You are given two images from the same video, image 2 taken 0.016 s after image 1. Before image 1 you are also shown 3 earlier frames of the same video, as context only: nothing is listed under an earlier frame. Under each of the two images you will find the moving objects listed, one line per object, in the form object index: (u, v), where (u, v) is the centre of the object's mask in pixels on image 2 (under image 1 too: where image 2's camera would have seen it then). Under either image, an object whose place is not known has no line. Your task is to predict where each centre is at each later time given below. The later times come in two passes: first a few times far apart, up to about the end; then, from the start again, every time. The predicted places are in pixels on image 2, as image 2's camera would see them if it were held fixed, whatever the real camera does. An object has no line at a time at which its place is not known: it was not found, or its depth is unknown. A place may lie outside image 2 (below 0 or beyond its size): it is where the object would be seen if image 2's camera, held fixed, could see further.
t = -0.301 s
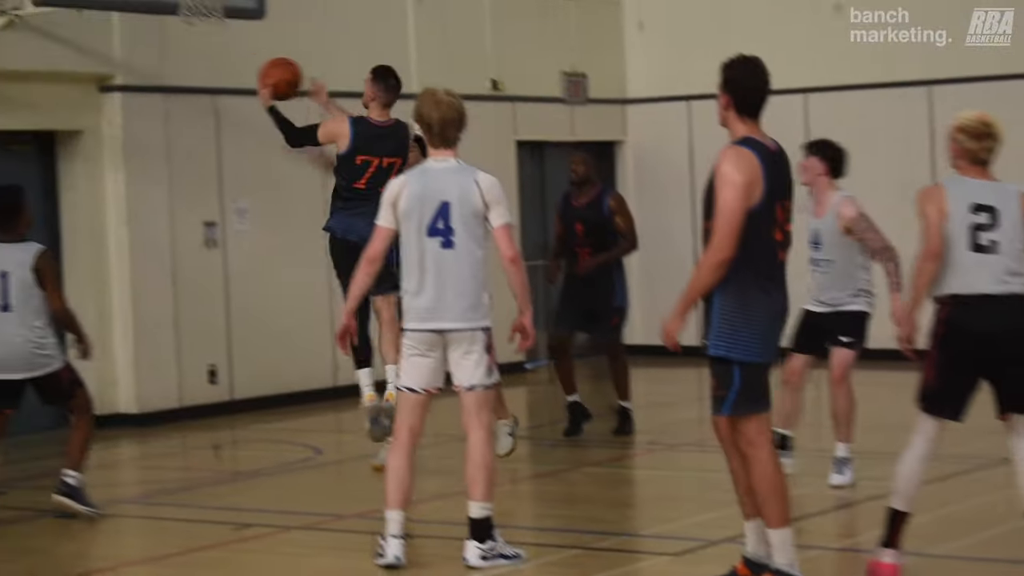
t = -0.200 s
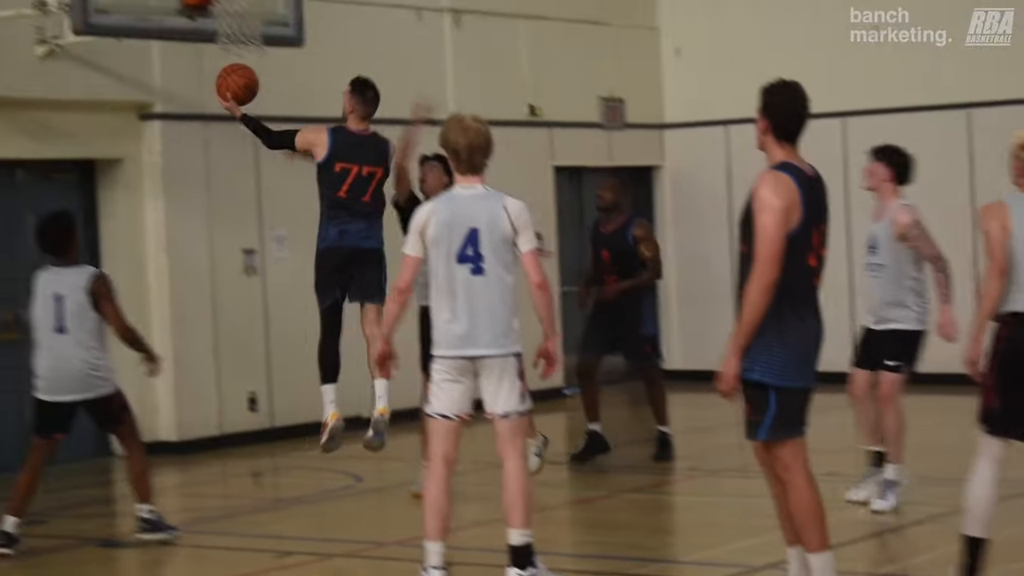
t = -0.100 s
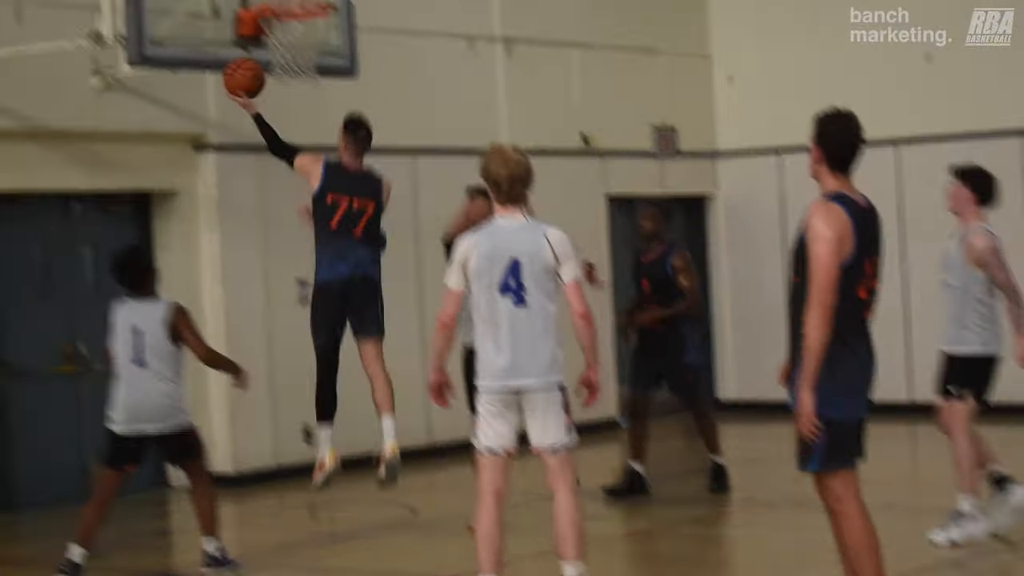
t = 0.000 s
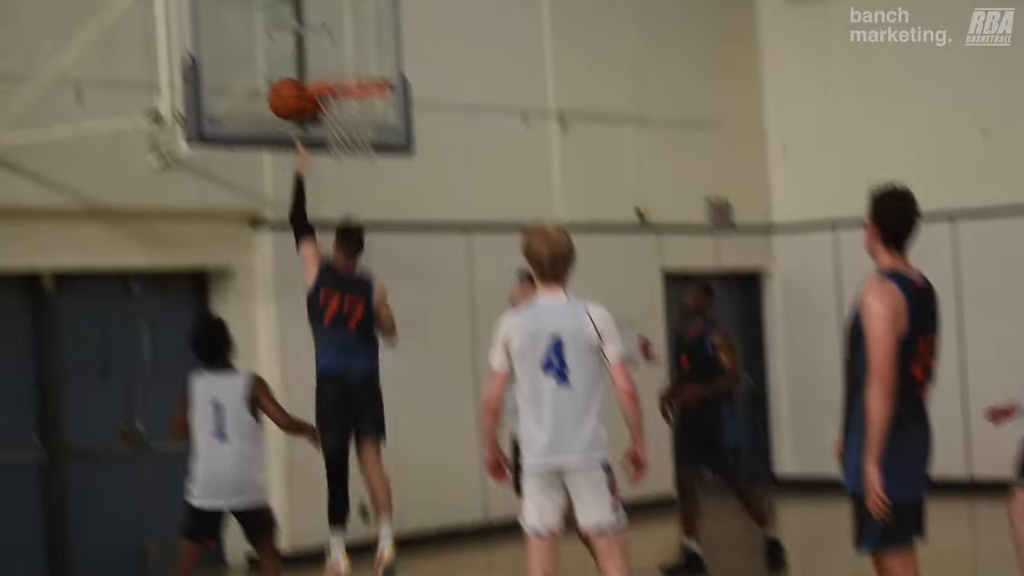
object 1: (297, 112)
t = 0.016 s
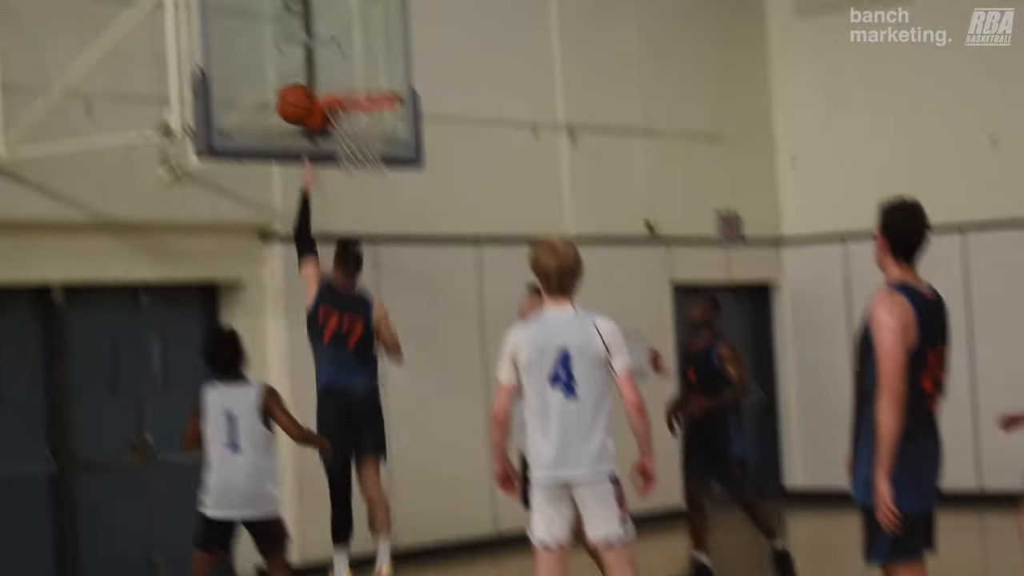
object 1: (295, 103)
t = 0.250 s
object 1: (293, 44)
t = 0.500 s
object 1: (358, 58)
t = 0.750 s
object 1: (369, 85)
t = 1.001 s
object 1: (363, 143)
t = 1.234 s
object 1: (365, 216)
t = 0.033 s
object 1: (294, 96)
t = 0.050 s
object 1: (293, 89)
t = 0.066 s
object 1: (292, 83)
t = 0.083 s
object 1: (291, 77)
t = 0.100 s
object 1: (290, 71)
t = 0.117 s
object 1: (289, 66)
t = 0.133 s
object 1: (287, 62)
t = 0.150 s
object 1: (287, 58)
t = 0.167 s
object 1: (285, 55)
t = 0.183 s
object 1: (284, 52)
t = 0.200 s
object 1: (283, 50)
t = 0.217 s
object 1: (285, 48)
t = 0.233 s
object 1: (289, 46)
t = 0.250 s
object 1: (293, 44)
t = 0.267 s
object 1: (297, 41)
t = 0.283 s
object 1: (302, 39)
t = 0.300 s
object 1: (306, 38)
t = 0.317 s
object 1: (310, 37)
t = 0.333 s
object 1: (314, 37)
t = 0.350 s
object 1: (318, 37)
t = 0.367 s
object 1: (323, 38)
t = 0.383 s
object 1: (327, 39)
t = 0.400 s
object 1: (331, 40)
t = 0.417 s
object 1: (336, 42)
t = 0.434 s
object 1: (340, 44)
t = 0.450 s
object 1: (345, 47)
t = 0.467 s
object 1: (349, 50)
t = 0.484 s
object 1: (354, 54)
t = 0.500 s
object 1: (358, 58)
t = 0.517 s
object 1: (362, 63)
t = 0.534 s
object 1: (367, 68)
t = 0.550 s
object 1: (372, 73)
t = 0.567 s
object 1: (376, 78)
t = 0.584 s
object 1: (376, 79)
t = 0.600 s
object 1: (375, 78)
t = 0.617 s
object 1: (375, 78)
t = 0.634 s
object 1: (374, 78)
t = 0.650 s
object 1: (373, 78)
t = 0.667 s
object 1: (372, 79)
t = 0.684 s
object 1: (372, 80)
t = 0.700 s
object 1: (371, 81)
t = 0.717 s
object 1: (370, 82)
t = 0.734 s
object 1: (370, 84)
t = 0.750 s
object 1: (369, 85)
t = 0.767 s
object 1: (369, 95)
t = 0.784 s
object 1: (368, 99)
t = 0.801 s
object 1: (368, 104)
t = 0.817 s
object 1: (367, 109)
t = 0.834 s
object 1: (367, 115)
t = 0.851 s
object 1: (366, 119)
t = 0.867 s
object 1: (366, 123)
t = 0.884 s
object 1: (365, 126)
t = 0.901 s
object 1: (365, 129)
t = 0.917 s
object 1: (365, 132)
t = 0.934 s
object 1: (365, 134)
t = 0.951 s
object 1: (364, 136)
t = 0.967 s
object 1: (364, 137)
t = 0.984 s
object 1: (363, 139)
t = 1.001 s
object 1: (363, 143)
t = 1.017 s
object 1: (363, 145)
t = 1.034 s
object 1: (363, 148)
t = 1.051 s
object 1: (362, 152)
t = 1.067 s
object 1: (363, 155)
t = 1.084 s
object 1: (363, 160)
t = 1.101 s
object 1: (363, 165)
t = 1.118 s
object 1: (363, 169)
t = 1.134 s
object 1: (364, 180)
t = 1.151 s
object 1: (363, 183)
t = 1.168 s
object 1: (363, 187)
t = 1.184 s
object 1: (364, 193)
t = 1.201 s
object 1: (364, 200)
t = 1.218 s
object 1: (364, 208)
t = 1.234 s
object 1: (365, 216)
